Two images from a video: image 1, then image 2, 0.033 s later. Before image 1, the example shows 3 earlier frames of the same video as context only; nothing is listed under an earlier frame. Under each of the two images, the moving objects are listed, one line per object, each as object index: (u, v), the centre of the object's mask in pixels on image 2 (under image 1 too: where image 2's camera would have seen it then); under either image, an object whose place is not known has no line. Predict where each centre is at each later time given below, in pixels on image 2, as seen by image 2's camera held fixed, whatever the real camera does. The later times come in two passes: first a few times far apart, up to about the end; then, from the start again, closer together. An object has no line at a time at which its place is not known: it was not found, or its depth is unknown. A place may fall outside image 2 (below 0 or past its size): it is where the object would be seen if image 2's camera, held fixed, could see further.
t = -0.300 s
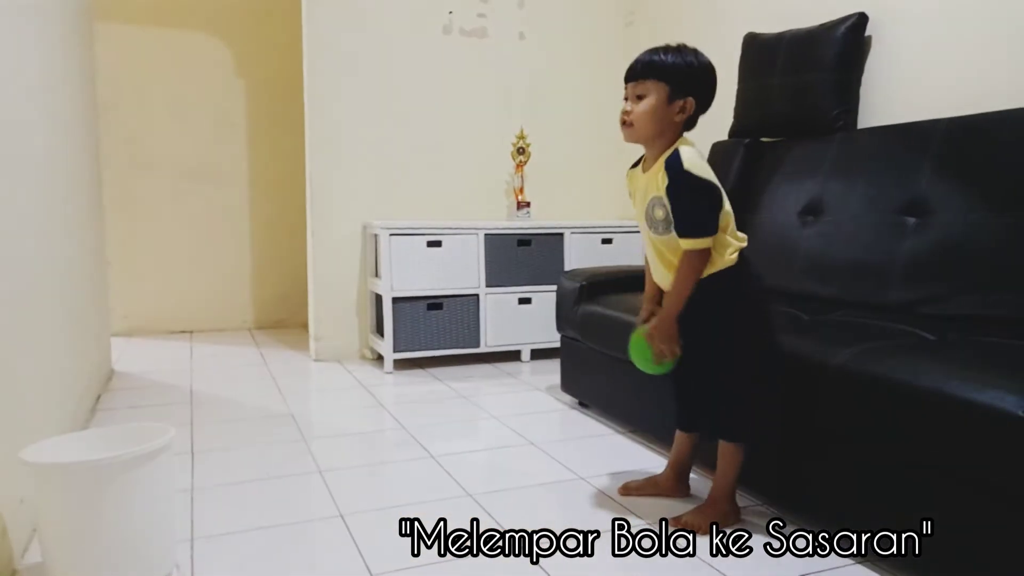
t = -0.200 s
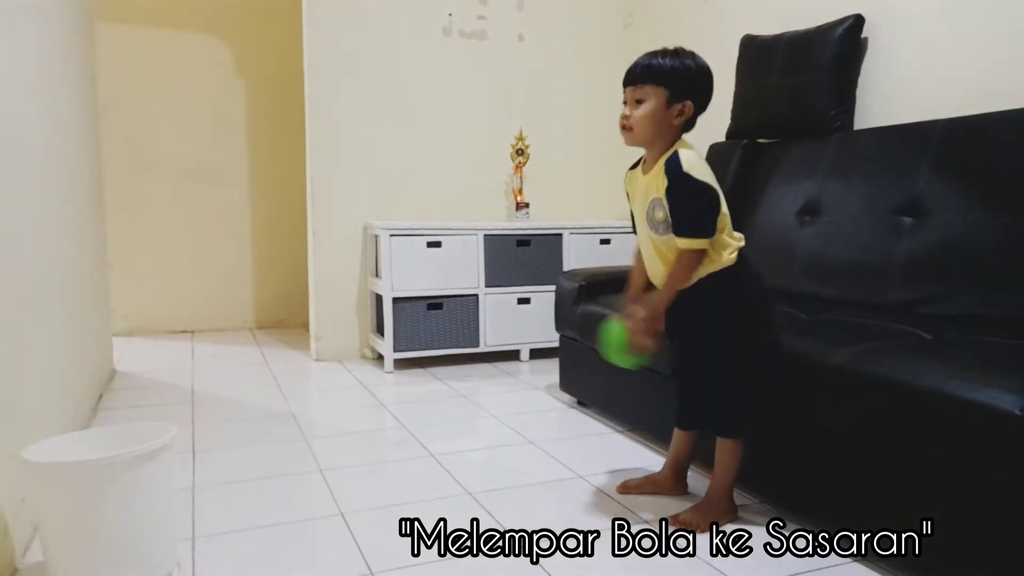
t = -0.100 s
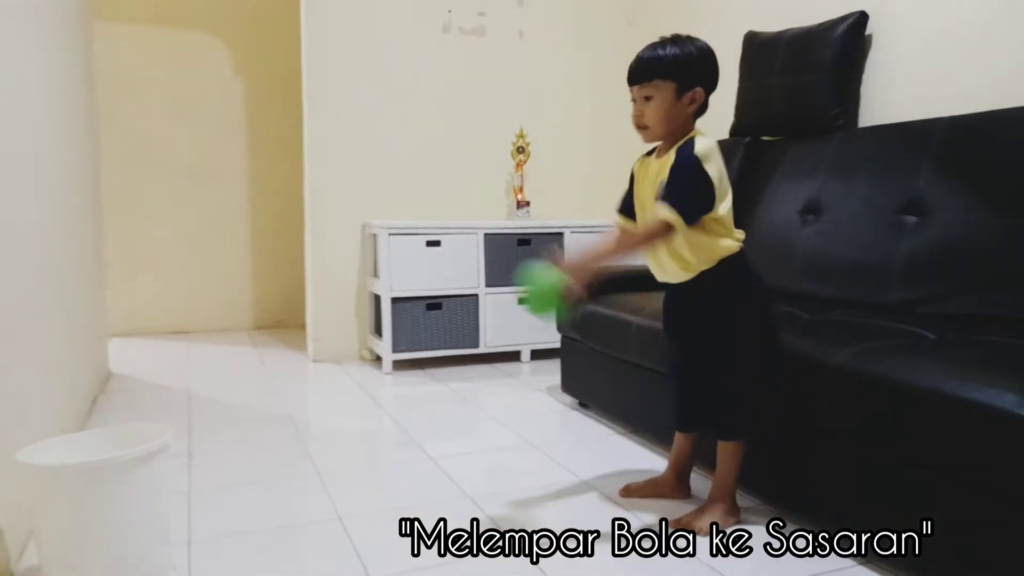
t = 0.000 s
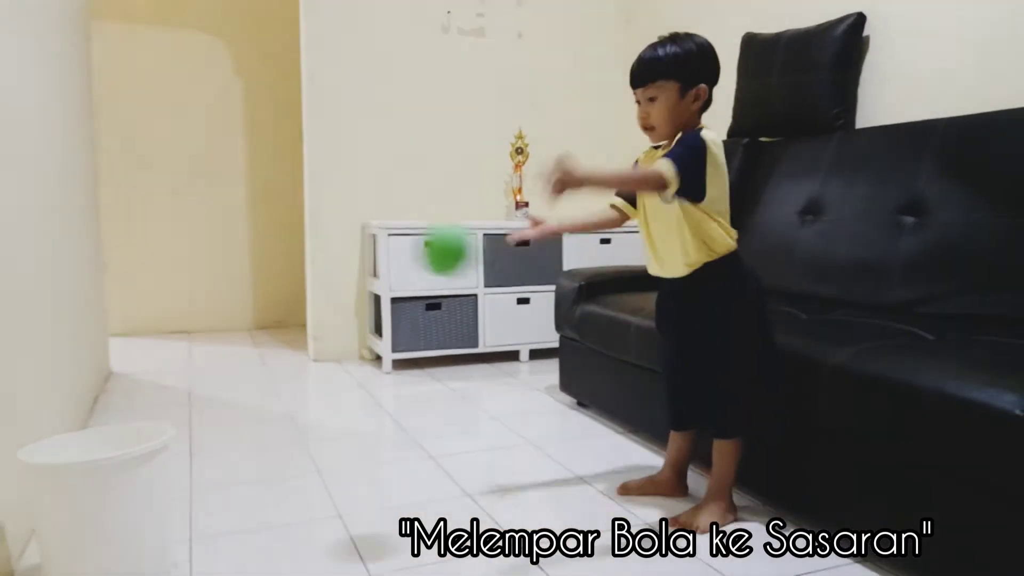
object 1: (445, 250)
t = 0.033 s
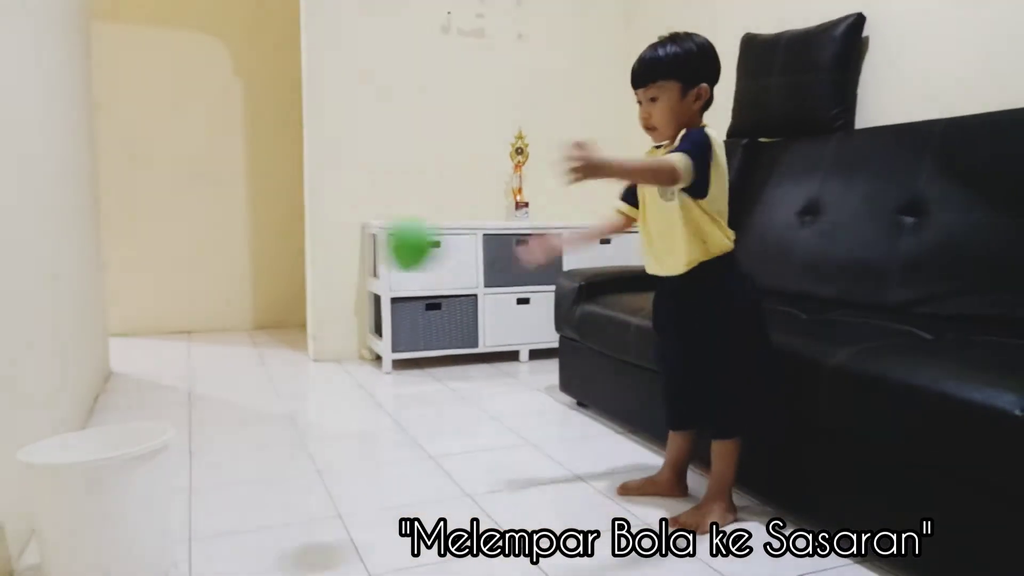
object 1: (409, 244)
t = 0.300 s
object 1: (61, 432)
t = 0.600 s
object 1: (164, 413)
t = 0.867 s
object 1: (234, 423)
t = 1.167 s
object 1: (266, 448)
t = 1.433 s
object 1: (293, 443)
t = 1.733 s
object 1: (310, 443)
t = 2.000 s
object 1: (315, 431)
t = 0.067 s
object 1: (370, 245)
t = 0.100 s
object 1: (332, 251)
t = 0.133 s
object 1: (290, 266)
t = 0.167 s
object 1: (249, 284)
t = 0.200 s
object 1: (203, 313)
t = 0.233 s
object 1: (159, 345)
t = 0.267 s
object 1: (105, 396)
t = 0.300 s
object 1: (61, 432)
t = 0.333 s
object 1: (37, 412)
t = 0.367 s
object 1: (24, 394)
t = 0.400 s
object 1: (33, 381)
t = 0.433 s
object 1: (53, 372)
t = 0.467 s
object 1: (77, 369)
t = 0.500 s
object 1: (97, 373)
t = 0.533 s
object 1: (118, 381)
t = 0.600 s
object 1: (164, 413)
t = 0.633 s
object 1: (181, 440)
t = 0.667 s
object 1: (199, 469)
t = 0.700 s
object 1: (218, 506)
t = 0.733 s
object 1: (222, 489)
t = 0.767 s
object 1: (225, 465)
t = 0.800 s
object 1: (228, 446)
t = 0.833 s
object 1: (231, 432)
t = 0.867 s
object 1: (234, 423)
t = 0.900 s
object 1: (238, 418)
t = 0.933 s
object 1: (241, 419)
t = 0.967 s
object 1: (245, 423)
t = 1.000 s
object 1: (248, 432)
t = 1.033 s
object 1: (252, 447)
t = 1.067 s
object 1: (255, 465)
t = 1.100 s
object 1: (259, 481)
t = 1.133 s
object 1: (263, 461)
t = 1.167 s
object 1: (266, 448)
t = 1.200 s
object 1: (270, 440)
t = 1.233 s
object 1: (274, 435)
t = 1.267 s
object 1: (278, 436)
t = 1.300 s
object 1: (281, 440)
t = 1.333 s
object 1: (285, 449)
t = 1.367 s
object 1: (289, 462)
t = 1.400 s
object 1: (291, 452)
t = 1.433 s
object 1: (293, 443)
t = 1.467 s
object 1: (296, 439)
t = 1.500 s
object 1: (298, 438)
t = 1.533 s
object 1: (300, 441)
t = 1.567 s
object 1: (302, 450)
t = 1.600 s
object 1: (304, 449)
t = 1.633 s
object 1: (305, 441)
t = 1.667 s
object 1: (307, 438)
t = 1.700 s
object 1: (308, 438)
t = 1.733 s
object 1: (310, 443)
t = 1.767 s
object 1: (311, 442)
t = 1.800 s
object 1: (311, 436)
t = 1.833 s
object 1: (312, 436)
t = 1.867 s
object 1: (313, 438)
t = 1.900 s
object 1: (314, 435)
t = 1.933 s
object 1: (314, 433)
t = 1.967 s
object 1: (314, 433)
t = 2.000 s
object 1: (315, 431)
